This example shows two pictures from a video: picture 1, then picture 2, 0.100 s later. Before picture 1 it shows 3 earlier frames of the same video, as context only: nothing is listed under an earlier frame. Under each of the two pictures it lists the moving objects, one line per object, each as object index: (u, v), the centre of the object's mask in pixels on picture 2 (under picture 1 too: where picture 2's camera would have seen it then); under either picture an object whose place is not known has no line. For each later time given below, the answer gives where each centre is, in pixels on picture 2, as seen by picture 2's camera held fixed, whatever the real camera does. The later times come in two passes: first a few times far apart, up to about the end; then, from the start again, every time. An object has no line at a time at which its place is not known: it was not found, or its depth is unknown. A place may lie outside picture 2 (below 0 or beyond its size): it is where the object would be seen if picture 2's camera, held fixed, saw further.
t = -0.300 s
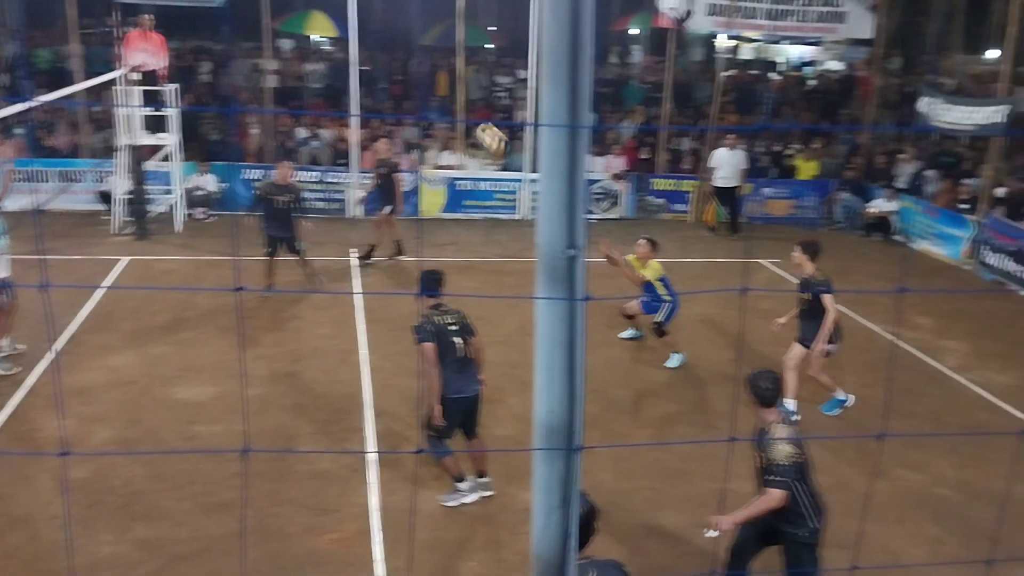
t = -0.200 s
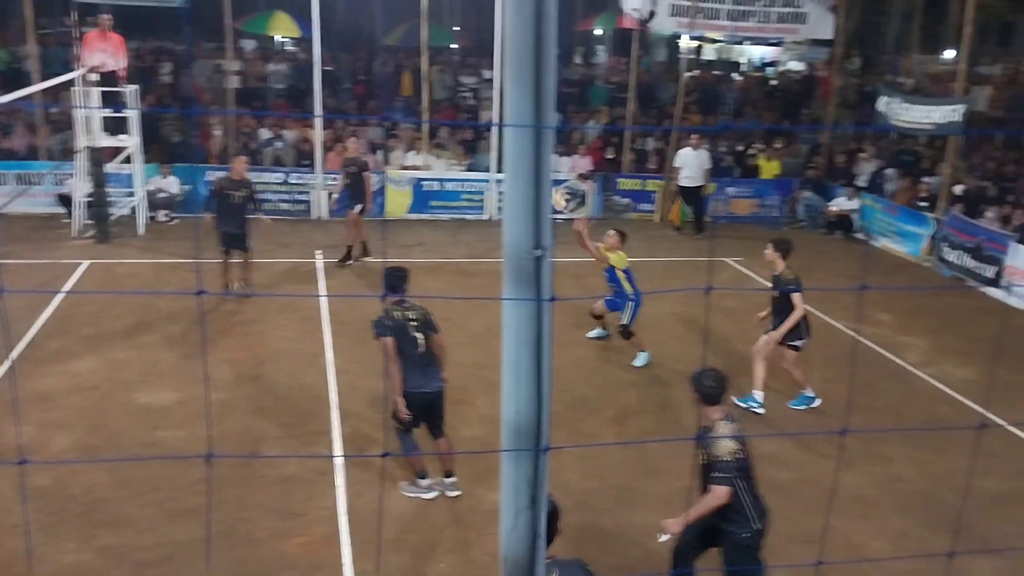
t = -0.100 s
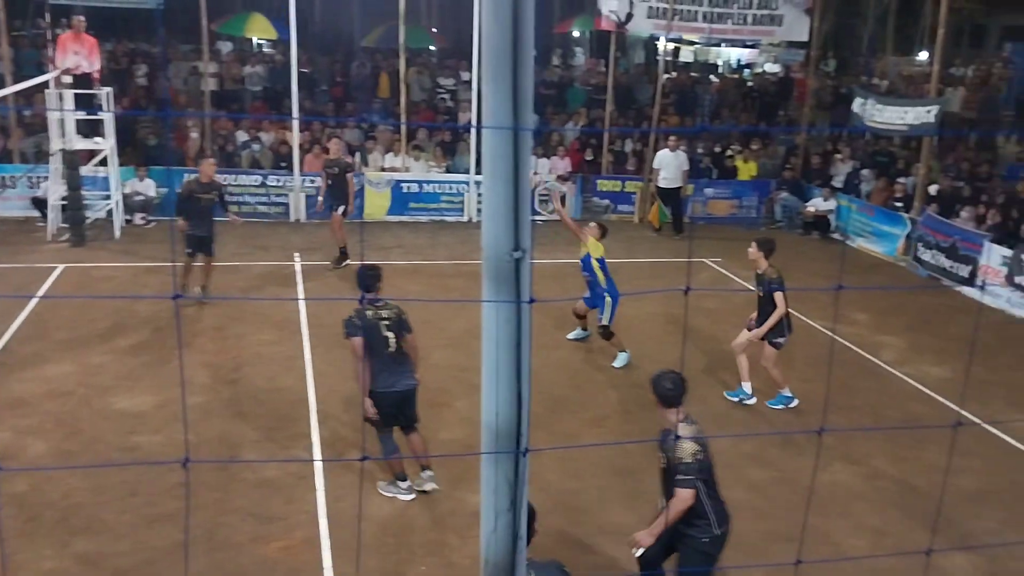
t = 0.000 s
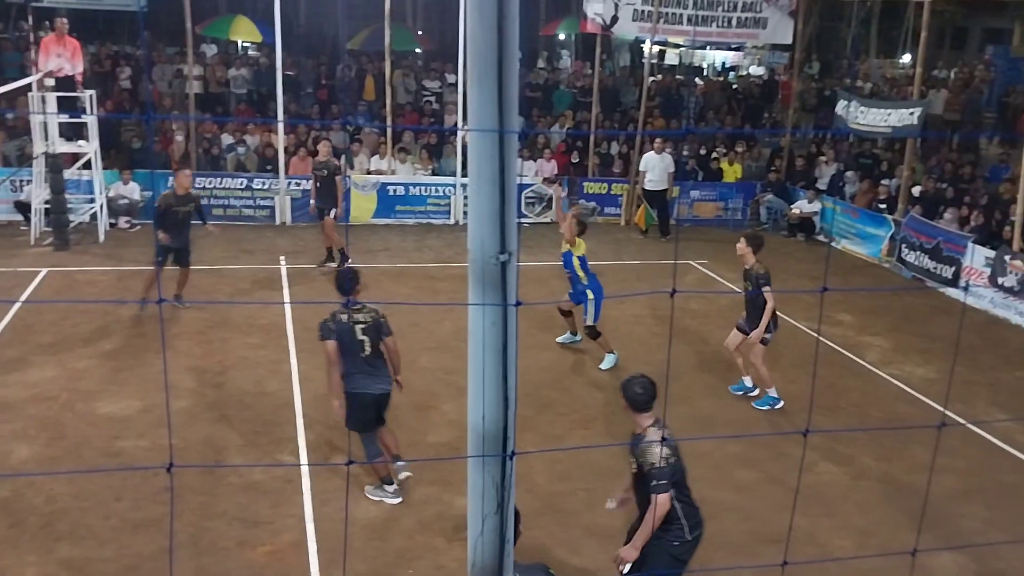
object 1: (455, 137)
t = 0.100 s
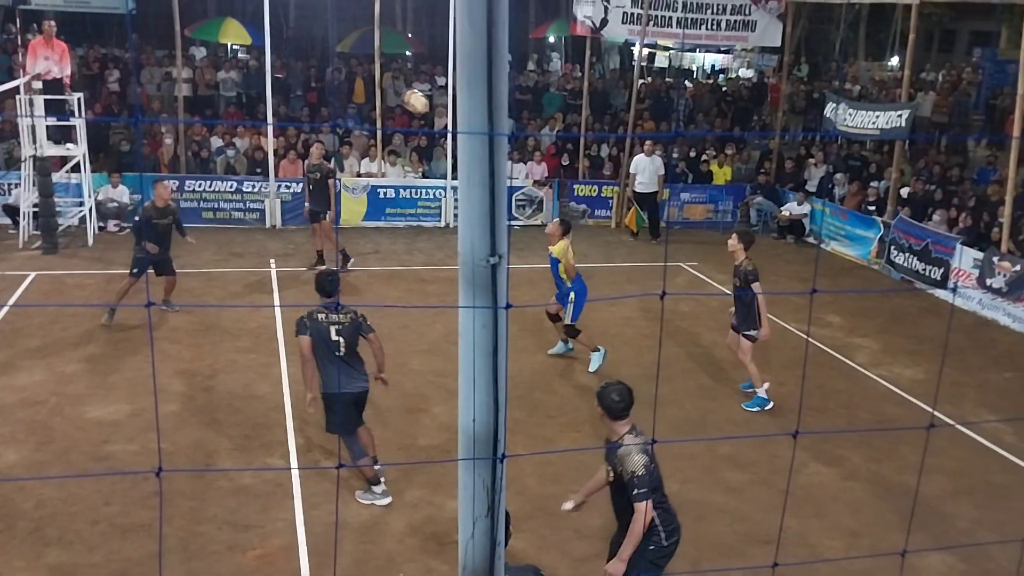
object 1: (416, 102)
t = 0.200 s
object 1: (368, 73)
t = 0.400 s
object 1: (280, 49)
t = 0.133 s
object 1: (397, 90)
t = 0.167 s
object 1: (383, 81)
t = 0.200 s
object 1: (368, 73)
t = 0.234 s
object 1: (351, 66)
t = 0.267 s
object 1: (336, 61)
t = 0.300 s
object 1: (322, 57)
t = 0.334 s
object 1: (306, 52)
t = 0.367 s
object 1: (291, 51)
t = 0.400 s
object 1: (280, 49)
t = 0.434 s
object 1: (262, 50)
